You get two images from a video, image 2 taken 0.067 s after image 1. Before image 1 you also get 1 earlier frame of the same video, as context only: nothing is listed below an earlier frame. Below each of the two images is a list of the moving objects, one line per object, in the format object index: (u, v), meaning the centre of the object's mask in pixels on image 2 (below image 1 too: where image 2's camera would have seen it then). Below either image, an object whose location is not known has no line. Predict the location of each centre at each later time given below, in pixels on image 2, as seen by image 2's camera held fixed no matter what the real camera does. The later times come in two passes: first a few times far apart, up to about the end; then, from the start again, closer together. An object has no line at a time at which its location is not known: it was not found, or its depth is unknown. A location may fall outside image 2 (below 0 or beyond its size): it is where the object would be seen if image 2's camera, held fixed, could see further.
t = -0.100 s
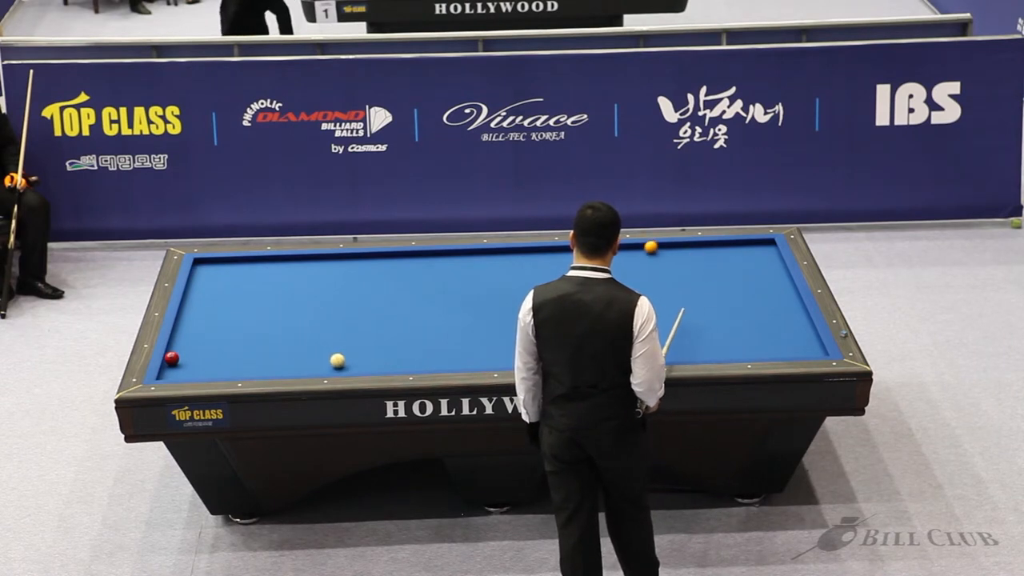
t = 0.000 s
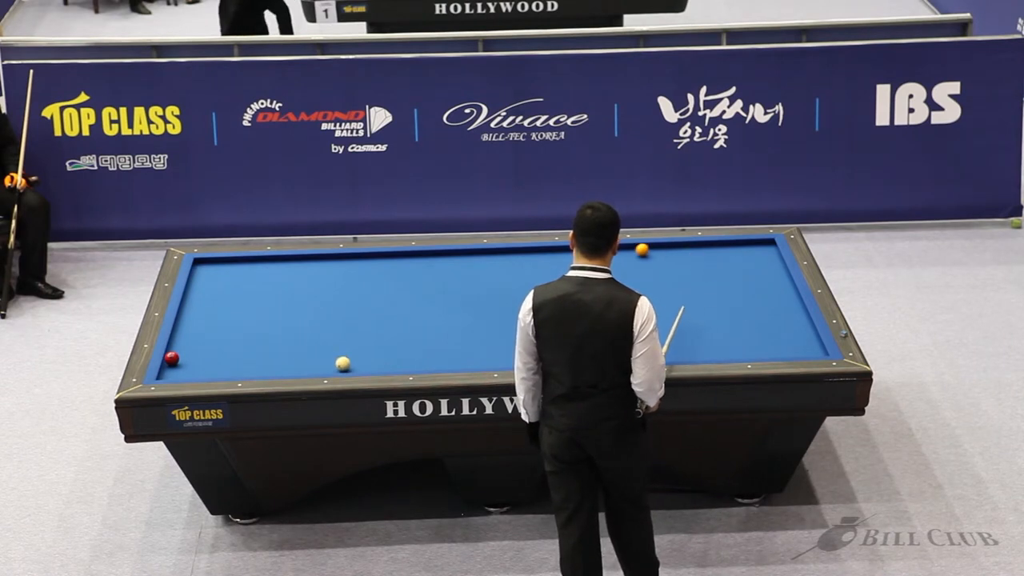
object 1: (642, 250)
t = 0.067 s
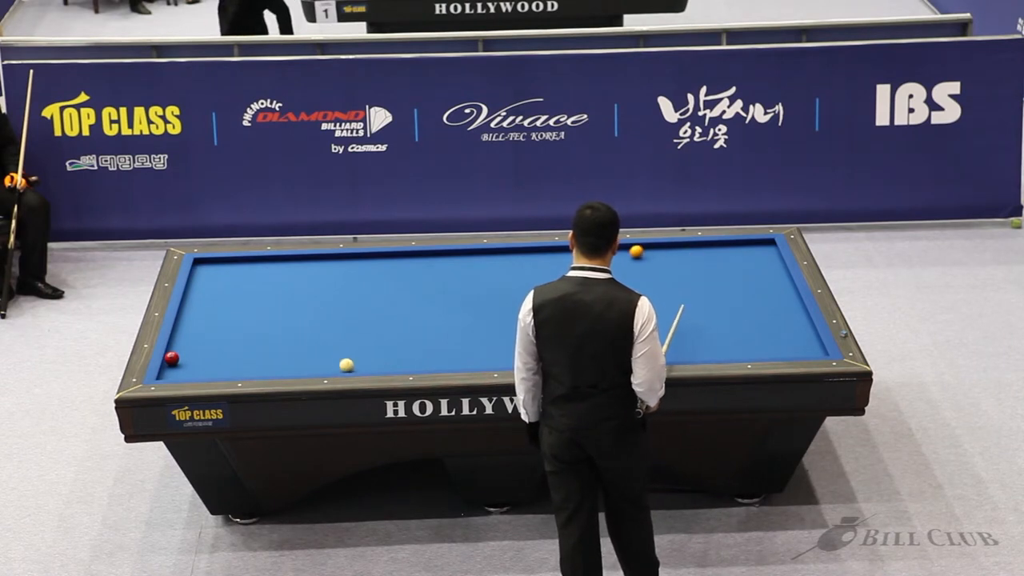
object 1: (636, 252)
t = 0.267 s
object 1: (619, 257)
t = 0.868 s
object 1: (568, 272)
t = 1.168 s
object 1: (543, 280)
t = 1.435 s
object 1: (520, 287)
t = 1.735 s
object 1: (497, 294)
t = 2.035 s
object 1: (473, 302)
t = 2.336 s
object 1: (450, 309)
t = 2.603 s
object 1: (429, 315)
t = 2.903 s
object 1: (407, 322)
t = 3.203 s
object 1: (385, 329)
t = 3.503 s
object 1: (363, 336)
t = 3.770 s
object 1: (345, 342)
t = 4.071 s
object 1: (325, 348)
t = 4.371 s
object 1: (306, 354)
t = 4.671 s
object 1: (287, 361)
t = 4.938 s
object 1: (270, 366)
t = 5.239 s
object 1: (253, 370)
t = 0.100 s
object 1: (633, 253)
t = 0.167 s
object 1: (627, 254)
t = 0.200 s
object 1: (624, 255)
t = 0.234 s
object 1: (621, 256)
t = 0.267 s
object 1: (619, 257)
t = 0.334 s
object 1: (614, 259)
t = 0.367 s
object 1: (613, 260)
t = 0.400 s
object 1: (612, 260)
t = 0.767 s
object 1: (573, 269)
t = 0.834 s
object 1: (570, 271)
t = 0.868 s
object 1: (568, 272)
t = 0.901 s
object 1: (565, 273)
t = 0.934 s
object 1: (562, 274)
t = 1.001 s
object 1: (556, 276)
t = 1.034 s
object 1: (554, 277)
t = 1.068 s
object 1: (551, 278)
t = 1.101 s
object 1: (548, 278)
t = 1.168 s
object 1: (543, 280)
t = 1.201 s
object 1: (540, 281)
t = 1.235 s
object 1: (537, 282)
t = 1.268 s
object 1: (534, 283)
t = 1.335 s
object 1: (529, 284)
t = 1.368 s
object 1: (526, 285)
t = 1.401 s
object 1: (523, 286)
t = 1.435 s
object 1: (520, 287)
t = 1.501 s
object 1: (515, 289)
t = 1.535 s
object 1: (513, 289)
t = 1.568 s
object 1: (510, 290)
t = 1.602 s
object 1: (507, 291)
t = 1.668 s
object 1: (502, 293)
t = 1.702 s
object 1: (499, 294)
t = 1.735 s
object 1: (497, 294)
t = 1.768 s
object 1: (494, 295)
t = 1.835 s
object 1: (489, 297)
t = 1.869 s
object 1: (486, 298)
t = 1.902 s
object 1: (483, 298)
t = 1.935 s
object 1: (481, 299)
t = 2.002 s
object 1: (476, 301)
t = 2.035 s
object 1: (473, 302)
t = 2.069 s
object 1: (470, 302)
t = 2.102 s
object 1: (468, 303)
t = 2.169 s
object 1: (463, 305)
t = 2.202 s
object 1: (460, 306)
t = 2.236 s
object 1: (457, 307)
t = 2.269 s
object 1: (455, 307)
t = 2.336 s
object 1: (450, 309)
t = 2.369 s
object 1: (447, 310)
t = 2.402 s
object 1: (445, 310)
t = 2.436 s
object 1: (442, 311)
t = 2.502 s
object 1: (437, 313)
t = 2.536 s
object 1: (434, 313)
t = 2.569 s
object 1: (432, 314)
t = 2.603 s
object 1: (429, 315)
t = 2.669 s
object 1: (424, 316)
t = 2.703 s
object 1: (422, 317)
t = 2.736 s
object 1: (419, 318)
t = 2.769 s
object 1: (417, 319)
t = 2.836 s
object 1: (412, 321)
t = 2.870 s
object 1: (409, 321)
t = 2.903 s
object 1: (407, 322)
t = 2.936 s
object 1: (404, 323)
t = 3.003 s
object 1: (399, 324)
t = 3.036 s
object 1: (397, 325)
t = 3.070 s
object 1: (394, 326)
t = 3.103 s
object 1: (392, 327)
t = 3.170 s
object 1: (387, 328)
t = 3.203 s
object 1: (385, 329)
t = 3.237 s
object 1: (383, 330)
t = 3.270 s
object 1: (380, 331)
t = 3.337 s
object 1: (375, 332)
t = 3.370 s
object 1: (373, 333)
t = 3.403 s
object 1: (370, 334)
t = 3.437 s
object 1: (368, 334)
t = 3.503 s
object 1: (363, 336)
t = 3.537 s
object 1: (361, 336)
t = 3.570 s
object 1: (359, 337)
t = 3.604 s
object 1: (357, 338)
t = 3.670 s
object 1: (352, 339)
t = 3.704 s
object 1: (350, 340)
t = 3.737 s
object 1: (347, 341)
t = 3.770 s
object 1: (345, 342)
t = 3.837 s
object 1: (341, 343)
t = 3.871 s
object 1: (338, 344)
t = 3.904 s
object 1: (336, 344)
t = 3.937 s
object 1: (334, 345)
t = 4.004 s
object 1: (329, 347)
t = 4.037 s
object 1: (327, 347)
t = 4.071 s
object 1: (325, 348)
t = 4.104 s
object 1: (323, 349)
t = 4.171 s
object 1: (319, 350)
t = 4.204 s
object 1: (317, 351)
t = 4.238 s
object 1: (314, 352)
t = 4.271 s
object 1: (312, 352)
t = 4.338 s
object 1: (308, 354)
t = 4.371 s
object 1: (306, 354)
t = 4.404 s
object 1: (304, 355)
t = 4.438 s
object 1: (301, 356)
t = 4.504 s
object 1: (297, 357)
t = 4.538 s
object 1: (295, 358)
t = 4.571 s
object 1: (293, 359)
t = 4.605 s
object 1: (291, 360)
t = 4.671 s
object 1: (287, 361)
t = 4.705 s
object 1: (285, 361)
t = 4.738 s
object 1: (283, 362)
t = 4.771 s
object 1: (280, 363)
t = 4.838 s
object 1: (276, 364)
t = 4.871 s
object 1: (274, 365)
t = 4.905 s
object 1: (272, 366)
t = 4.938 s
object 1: (270, 366)
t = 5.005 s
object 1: (266, 367)
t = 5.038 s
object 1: (264, 368)
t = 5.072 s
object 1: (262, 368)
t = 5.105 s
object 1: (260, 369)
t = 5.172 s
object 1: (256, 369)
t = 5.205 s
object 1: (254, 370)
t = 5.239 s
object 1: (253, 370)
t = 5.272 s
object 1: (251, 371)
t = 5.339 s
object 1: (247, 372)
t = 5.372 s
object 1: (245, 372)
